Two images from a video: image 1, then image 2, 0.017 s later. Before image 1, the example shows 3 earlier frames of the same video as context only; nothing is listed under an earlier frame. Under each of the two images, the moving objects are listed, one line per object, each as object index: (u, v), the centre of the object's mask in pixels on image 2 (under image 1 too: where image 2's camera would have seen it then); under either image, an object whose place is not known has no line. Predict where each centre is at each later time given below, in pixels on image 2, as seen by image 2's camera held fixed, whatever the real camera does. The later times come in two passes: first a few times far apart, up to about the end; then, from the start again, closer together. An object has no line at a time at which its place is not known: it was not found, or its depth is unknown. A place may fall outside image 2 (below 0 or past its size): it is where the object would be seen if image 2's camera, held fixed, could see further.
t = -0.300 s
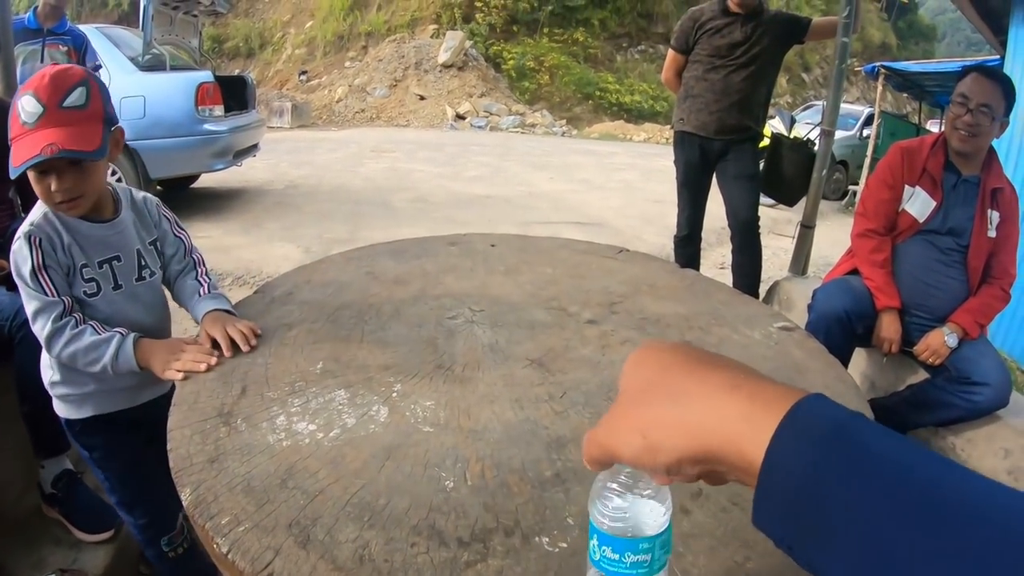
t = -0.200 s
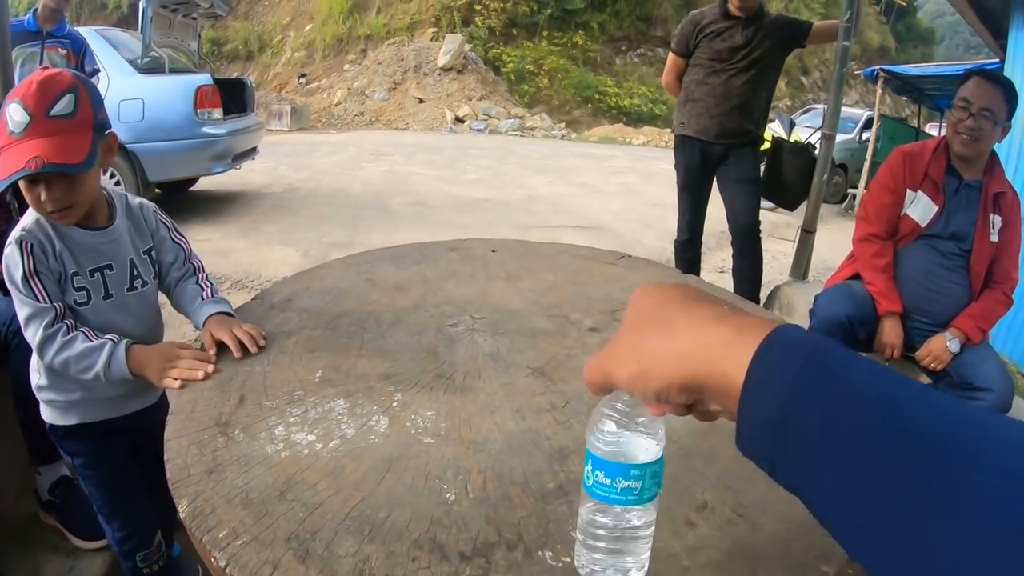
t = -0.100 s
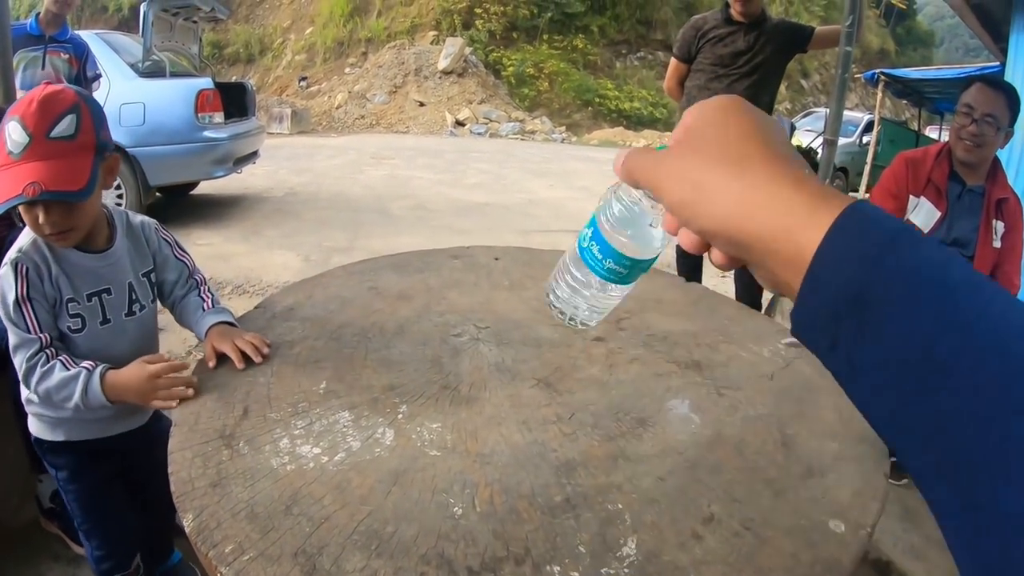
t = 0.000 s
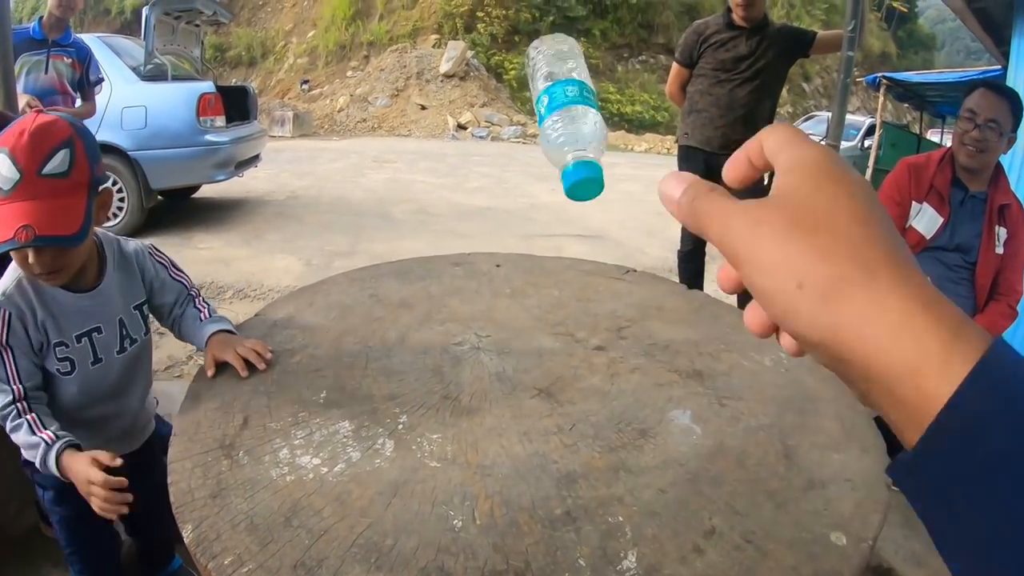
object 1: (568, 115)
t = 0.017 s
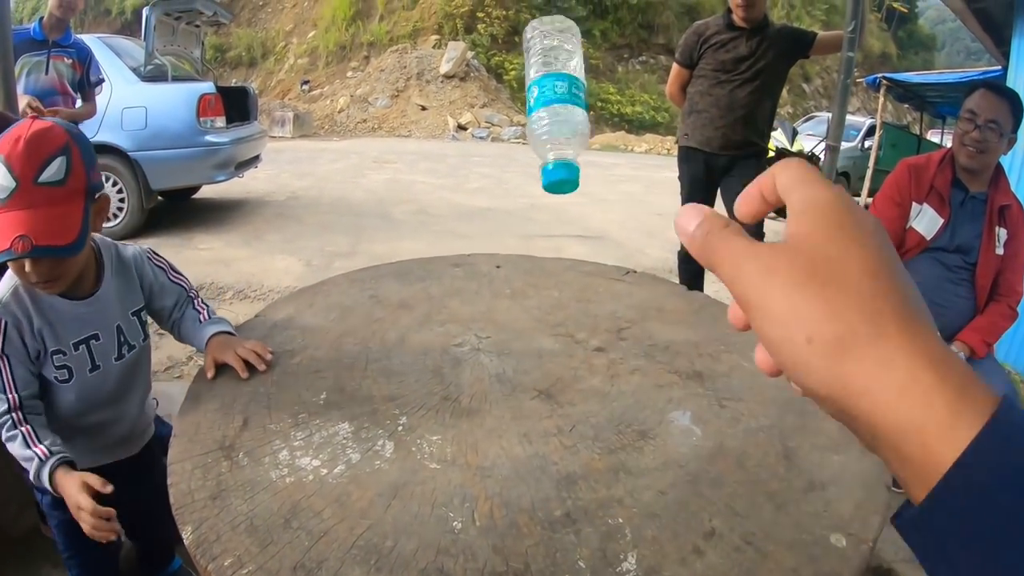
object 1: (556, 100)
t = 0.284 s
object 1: (488, 172)
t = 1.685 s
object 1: (465, 262)
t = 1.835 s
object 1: (464, 263)
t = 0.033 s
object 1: (546, 86)
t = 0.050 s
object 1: (539, 76)
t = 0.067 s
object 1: (531, 69)
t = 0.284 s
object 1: (488, 172)
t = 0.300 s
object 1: (484, 190)
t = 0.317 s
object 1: (480, 211)
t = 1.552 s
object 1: (462, 262)
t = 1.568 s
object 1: (463, 262)
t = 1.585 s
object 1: (463, 262)
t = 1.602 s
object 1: (464, 262)
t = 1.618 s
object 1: (464, 262)
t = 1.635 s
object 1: (464, 262)
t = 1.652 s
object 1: (465, 262)
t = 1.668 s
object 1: (465, 262)
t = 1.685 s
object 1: (465, 262)
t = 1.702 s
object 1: (465, 262)
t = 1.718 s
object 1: (466, 262)
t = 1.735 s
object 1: (466, 262)
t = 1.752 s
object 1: (466, 262)
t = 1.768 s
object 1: (466, 262)
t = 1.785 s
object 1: (465, 262)
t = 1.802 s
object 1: (465, 263)
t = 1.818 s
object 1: (465, 263)
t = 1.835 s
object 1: (464, 263)
